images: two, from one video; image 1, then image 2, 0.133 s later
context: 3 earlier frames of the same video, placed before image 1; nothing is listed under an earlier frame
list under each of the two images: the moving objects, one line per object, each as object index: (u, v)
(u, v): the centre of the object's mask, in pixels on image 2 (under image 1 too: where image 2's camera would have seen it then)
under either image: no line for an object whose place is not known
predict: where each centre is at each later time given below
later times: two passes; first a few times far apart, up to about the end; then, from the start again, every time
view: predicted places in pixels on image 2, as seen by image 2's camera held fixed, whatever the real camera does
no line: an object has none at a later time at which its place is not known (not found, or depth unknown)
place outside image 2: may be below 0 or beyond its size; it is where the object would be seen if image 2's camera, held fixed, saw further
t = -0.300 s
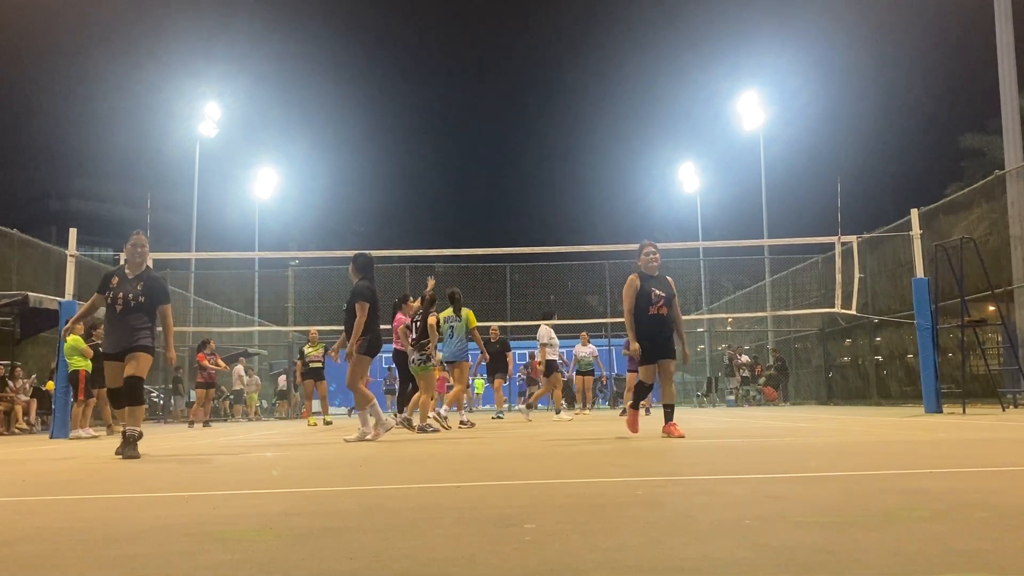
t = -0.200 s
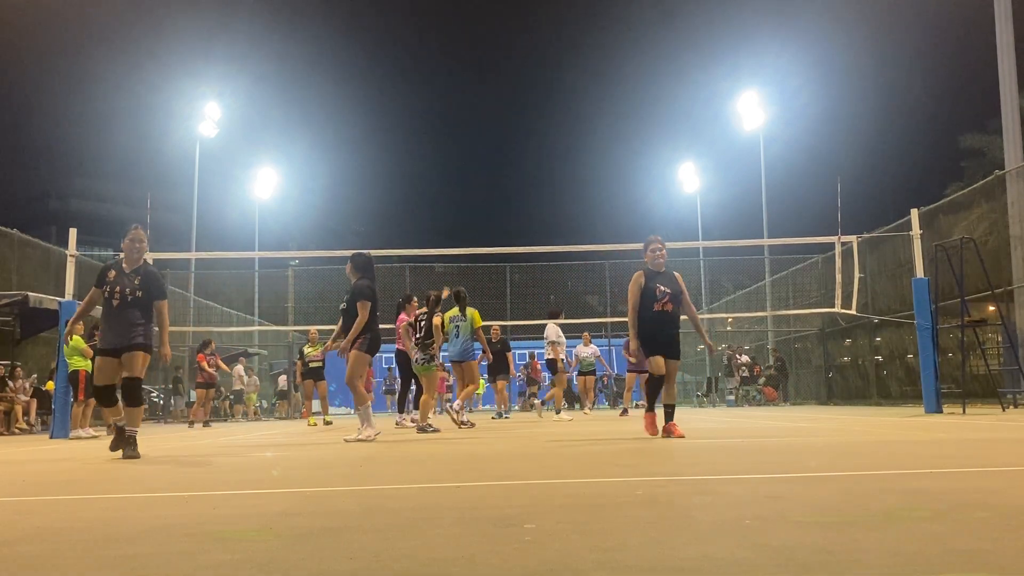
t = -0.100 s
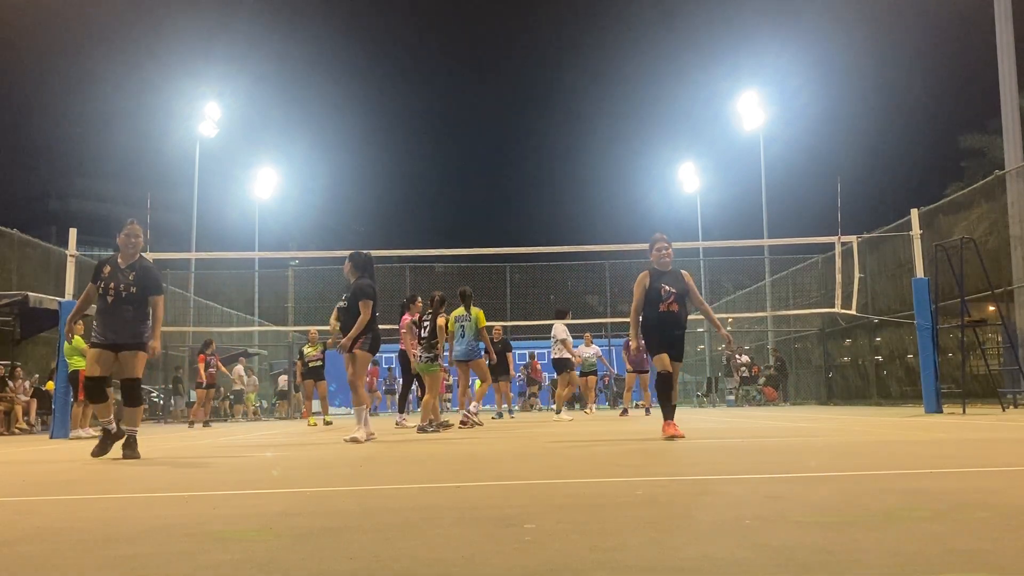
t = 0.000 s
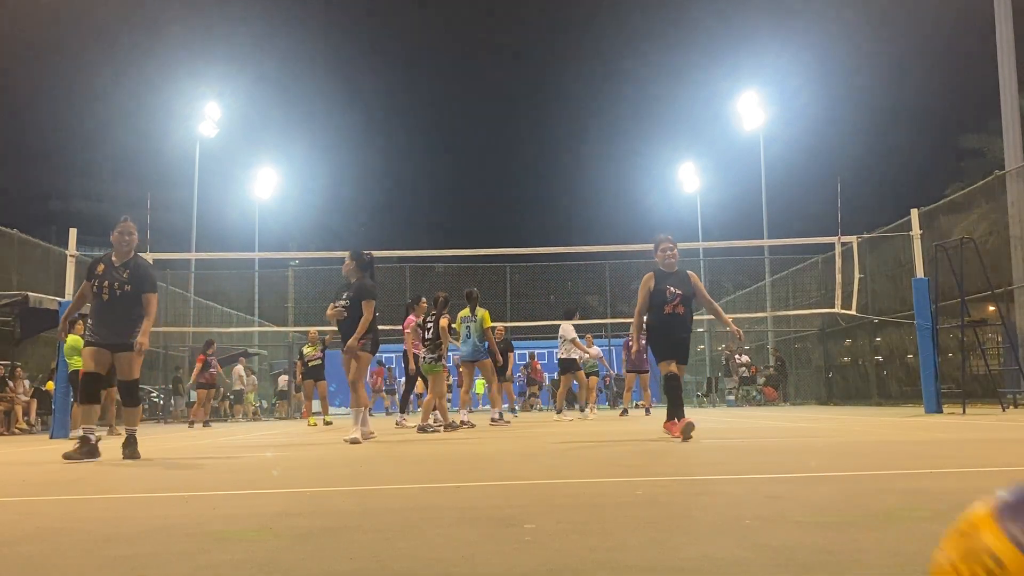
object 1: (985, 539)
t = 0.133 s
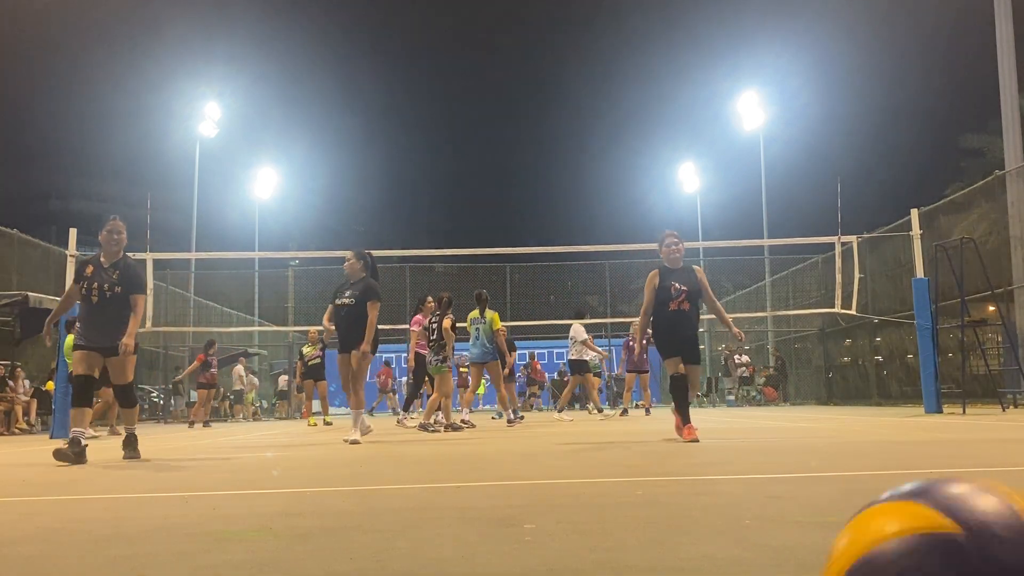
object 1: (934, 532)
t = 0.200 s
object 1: (901, 546)
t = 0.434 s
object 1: (771, 531)
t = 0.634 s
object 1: (695, 522)
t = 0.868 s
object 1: (630, 523)
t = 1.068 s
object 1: (586, 511)
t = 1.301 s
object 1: (544, 502)
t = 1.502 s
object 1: (513, 494)
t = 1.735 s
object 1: (482, 486)
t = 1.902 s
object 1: (463, 481)
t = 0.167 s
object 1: (925, 548)
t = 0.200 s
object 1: (901, 546)
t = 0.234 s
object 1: (881, 534)
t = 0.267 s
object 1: (859, 526)
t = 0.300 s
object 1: (838, 525)
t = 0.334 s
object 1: (819, 527)
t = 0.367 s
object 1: (802, 536)
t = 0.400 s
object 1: (787, 541)
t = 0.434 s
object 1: (771, 531)
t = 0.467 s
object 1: (756, 525)
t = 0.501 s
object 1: (743, 524)
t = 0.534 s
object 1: (729, 527)
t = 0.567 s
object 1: (718, 534)
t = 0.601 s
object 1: (706, 529)
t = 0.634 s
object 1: (695, 522)
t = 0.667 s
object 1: (685, 520)
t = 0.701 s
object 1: (675, 522)
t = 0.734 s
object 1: (666, 528)
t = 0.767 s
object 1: (657, 524)
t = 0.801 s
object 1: (648, 519)
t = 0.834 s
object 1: (638, 519)
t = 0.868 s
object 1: (630, 523)
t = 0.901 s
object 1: (622, 520)
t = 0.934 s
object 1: (614, 516)
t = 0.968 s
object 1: (606, 516)
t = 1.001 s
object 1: (600, 520)
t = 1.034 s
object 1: (593, 514)
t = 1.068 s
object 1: (586, 511)
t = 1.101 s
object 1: (580, 515)
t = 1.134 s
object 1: (573, 510)
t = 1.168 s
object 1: (567, 508)
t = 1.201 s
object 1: (561, 508)
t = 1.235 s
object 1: (555, 504)
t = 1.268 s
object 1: (549, 505)
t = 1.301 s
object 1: (544, 502)
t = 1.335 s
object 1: (538, 502)
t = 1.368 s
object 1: (533, 499)
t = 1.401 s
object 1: (528, 499)
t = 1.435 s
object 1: (523, 497)
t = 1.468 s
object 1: (518, 495)
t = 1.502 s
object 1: (513, 494)
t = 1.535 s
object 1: (508, 493)
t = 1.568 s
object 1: (504, 491)
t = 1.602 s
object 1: (499, 490)
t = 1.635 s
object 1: (495, 489)
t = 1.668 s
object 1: (491, 488)
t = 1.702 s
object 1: (487, 487)
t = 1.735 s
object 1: (482, 486)
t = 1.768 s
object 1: (478, 485)
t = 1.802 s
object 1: (474, 485)
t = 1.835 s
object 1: (470, 483)
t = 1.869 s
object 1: (467, 482)
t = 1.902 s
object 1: (463, 481)
